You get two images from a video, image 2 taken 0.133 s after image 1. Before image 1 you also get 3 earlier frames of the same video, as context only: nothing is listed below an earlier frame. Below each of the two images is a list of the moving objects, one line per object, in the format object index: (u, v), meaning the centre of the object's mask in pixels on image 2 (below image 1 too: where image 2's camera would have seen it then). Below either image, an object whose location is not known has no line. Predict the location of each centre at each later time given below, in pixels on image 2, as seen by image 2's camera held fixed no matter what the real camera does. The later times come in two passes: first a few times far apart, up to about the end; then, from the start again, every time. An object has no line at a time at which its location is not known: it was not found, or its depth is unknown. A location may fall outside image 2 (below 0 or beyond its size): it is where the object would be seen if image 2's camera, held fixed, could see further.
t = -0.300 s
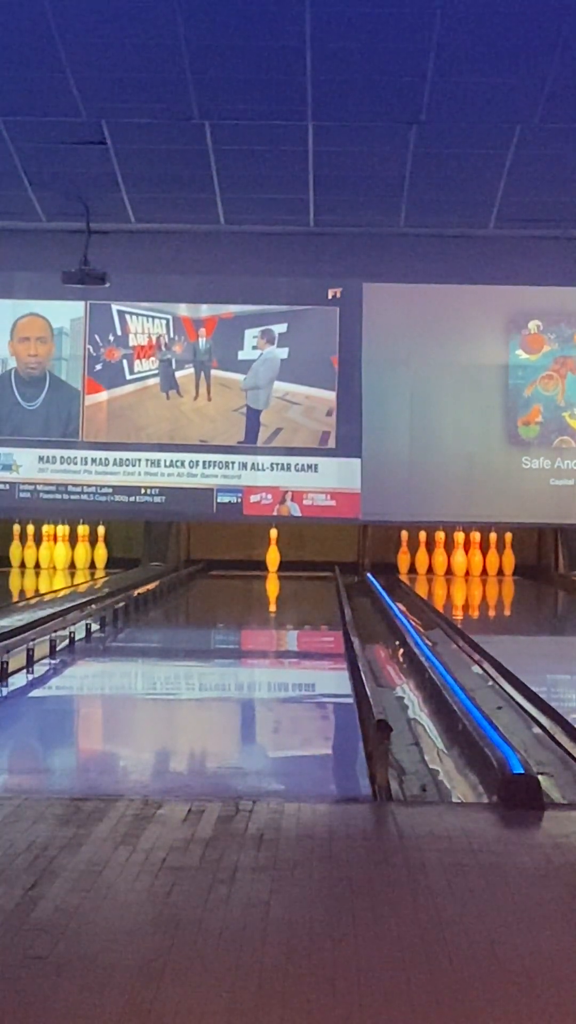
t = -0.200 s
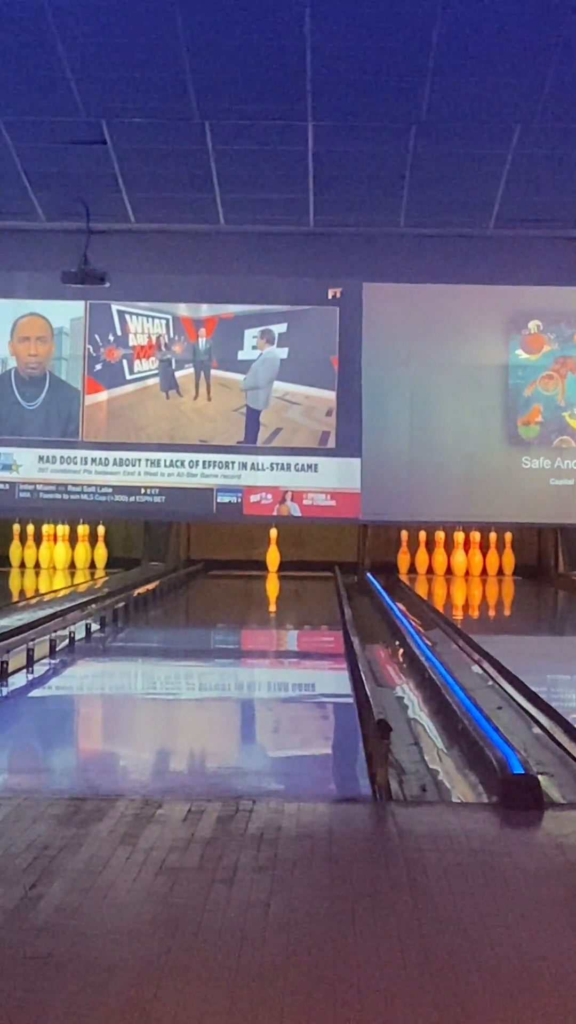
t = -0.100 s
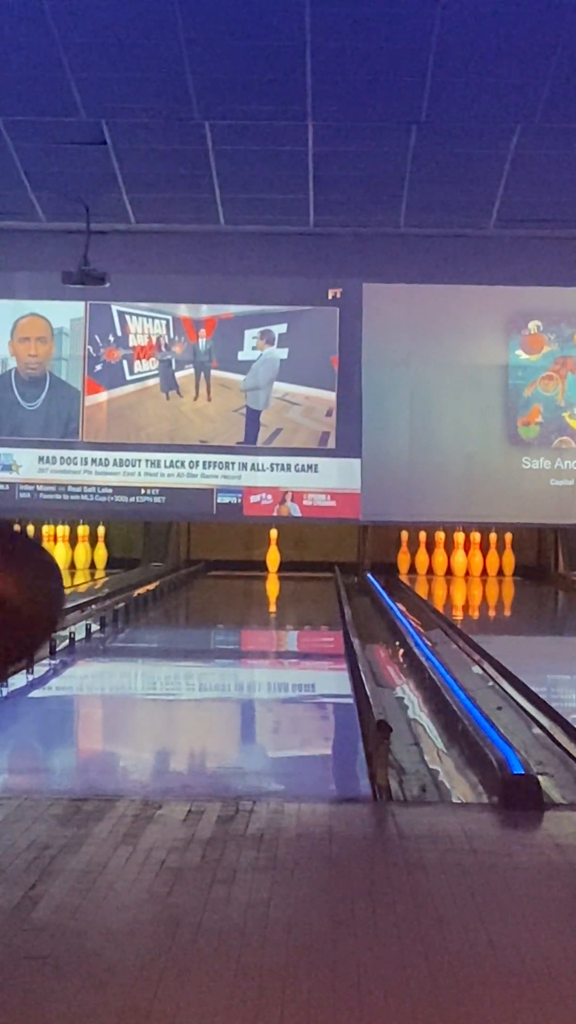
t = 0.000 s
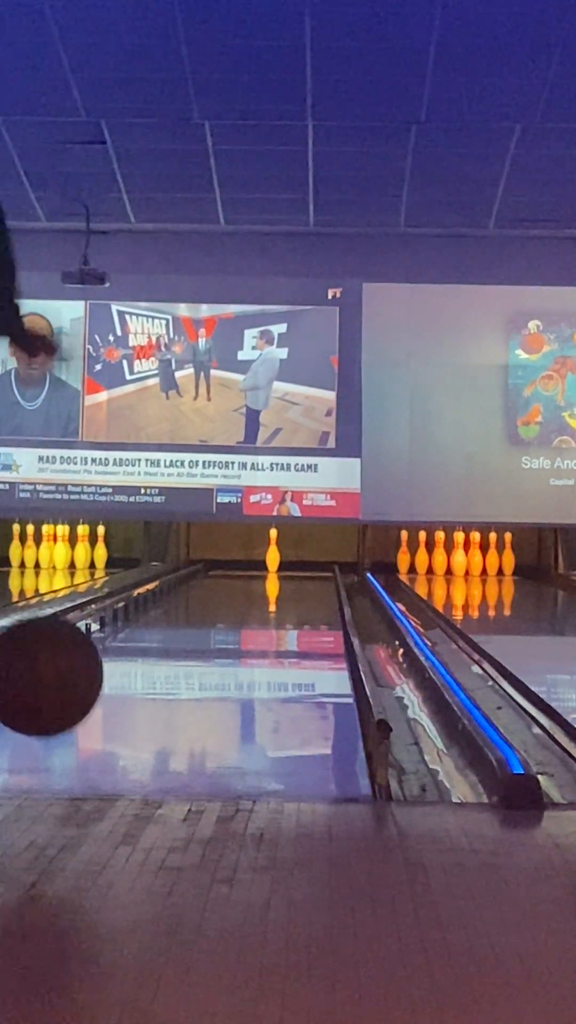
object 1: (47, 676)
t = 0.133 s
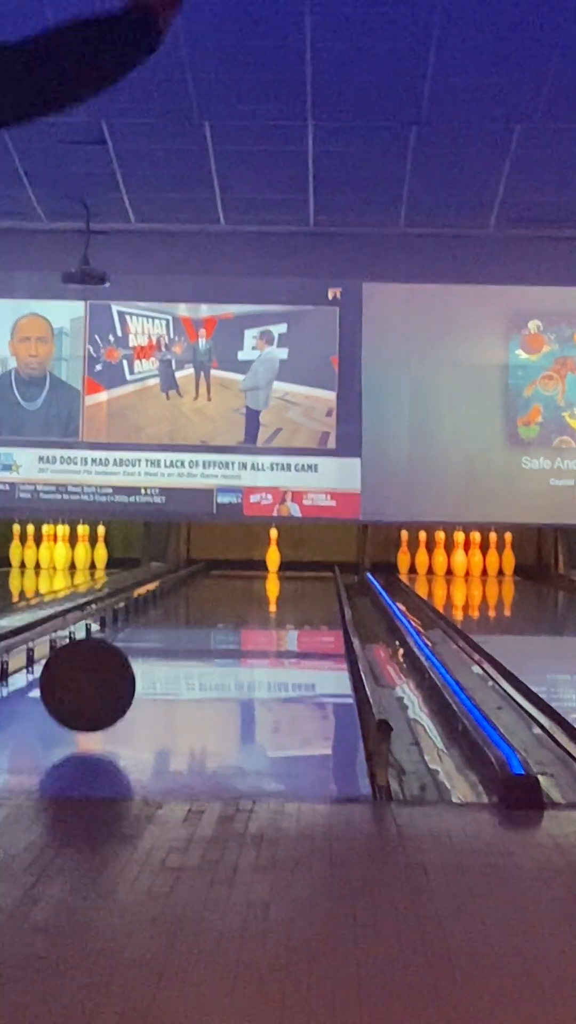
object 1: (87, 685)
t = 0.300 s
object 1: (124, 655)
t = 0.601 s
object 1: (161, 617)
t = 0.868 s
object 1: (182, 596)
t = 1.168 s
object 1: (198, 581)
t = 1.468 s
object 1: (209, 572)
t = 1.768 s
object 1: (218, 566)
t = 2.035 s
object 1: (226, 559)
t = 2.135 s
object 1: (224, 562)
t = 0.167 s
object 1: (96, 679)
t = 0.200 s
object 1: (104, 676)
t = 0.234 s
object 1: (111, 668)
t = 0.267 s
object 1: (118, 661)
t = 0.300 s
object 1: (124, 655)
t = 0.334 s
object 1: (129, 649)
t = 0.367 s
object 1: (135, 644)
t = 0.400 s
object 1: (139, 639)
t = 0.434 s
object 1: (143, 634)
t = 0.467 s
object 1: (147, 630)
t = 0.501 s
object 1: (151, 626)
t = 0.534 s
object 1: (154, 623)
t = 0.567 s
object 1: (158, 620)
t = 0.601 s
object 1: (161, 617)
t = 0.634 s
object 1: (164, 614)
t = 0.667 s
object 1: (167, 610)
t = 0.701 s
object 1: (170, 608)
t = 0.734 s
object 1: (173, 605)
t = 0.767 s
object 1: (175, 602)
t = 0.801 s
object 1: (178, 600)
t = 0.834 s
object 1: (179, 598)
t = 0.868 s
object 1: (182, 596)
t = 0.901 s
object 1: (184, 594)
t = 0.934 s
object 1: (185, 592)
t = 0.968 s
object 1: (188, 590)
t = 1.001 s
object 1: (190, 589)
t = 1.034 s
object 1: (191, 587)
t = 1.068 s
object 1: (193, 585)
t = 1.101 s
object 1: (194, 584)
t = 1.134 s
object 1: (196, 582)
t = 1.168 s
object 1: (198, 581)
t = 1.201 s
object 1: (199, 580)
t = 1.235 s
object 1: (200, 579)
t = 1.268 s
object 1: (202, 577)
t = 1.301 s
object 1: (203, 576)
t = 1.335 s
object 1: (205, 575)
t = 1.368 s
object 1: (205, 575)
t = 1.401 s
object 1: (207, 573)
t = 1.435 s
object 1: (208, 572)
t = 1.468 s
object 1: (209, 572)
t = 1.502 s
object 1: (210, 571)
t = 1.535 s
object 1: (212, 569)
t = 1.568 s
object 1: (212, 568)
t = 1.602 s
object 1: (214, 567)
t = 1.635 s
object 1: (215, 566)
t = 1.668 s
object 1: (215, 566)
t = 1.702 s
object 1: (216, 566)
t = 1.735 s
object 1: (217, 567)
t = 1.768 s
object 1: (218, 566)
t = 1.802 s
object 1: (219, 564)
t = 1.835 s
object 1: (219, 563)
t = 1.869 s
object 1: (219, 563)
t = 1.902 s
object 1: (222, 560)
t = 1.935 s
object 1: (224, 560)
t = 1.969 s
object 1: (224, 561)
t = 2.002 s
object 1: (225, 561)
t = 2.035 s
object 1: (226, 559)
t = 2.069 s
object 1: (225, 558)
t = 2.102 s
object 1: (227, 560)
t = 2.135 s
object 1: (224, 562)
